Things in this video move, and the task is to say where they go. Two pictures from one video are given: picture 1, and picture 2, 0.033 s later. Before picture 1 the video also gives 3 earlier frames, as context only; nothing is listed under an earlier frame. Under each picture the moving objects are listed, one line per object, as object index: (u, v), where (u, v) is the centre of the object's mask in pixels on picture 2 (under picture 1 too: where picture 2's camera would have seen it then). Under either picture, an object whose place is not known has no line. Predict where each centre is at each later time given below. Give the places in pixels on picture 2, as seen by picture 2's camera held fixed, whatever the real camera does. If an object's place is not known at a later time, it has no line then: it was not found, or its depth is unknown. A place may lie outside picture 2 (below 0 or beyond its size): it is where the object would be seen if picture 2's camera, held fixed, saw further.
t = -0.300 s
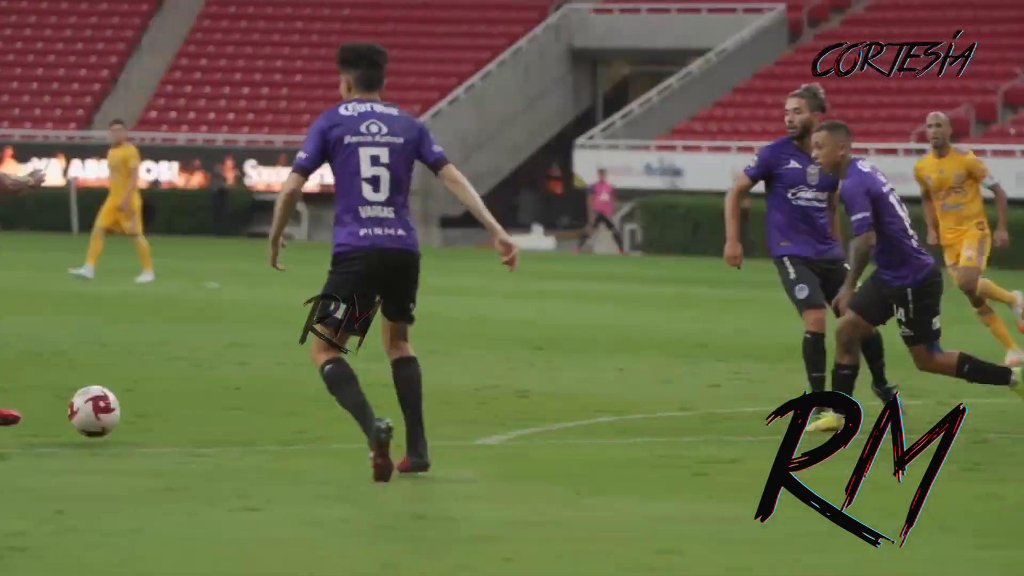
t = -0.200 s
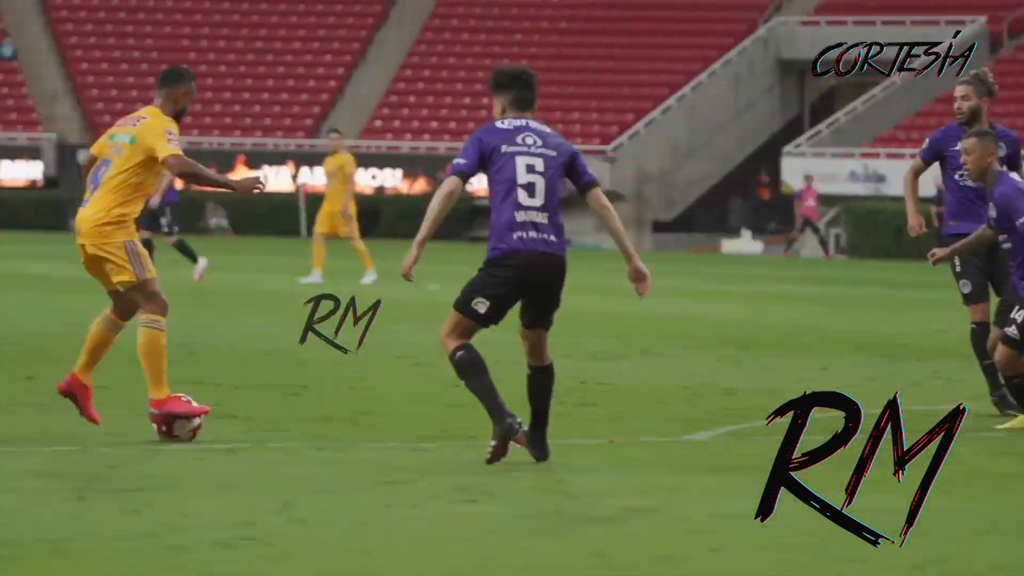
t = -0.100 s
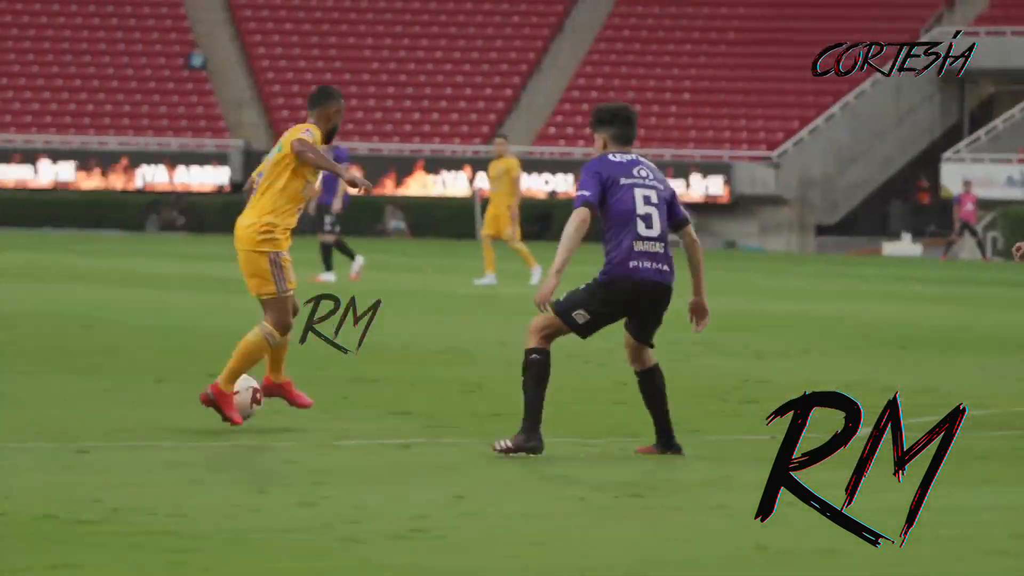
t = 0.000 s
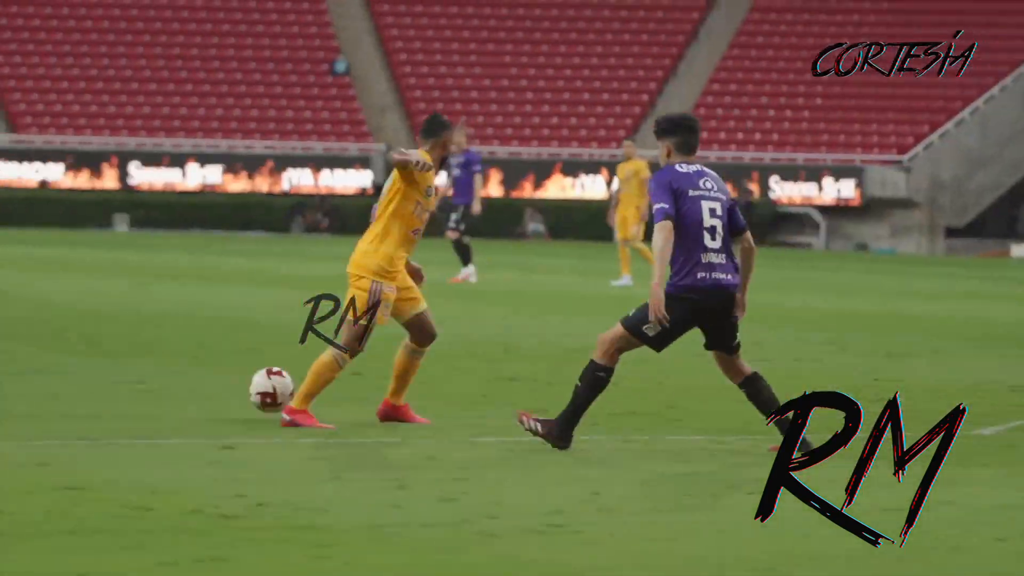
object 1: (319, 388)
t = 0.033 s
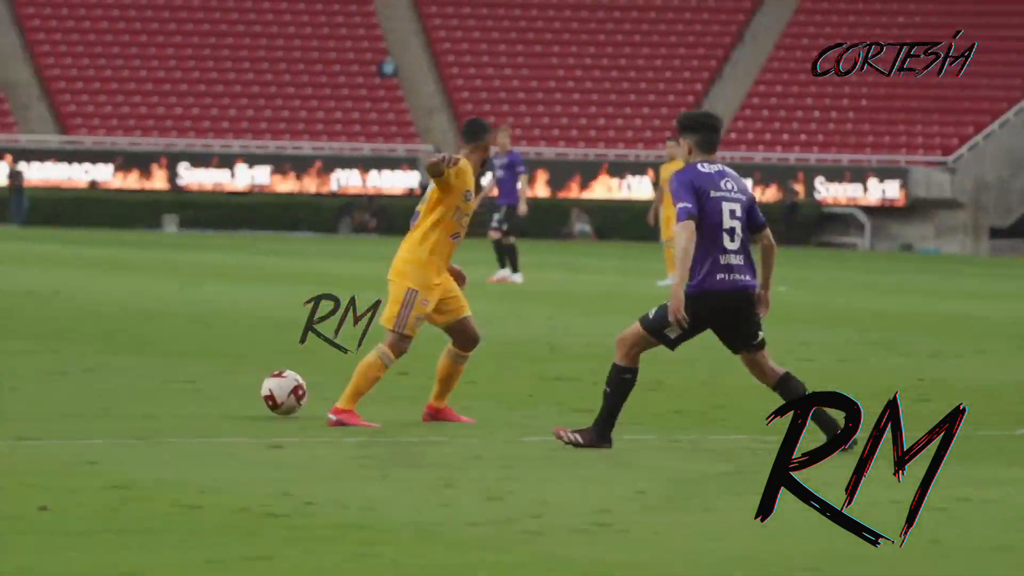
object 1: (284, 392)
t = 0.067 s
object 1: (252, 396)
